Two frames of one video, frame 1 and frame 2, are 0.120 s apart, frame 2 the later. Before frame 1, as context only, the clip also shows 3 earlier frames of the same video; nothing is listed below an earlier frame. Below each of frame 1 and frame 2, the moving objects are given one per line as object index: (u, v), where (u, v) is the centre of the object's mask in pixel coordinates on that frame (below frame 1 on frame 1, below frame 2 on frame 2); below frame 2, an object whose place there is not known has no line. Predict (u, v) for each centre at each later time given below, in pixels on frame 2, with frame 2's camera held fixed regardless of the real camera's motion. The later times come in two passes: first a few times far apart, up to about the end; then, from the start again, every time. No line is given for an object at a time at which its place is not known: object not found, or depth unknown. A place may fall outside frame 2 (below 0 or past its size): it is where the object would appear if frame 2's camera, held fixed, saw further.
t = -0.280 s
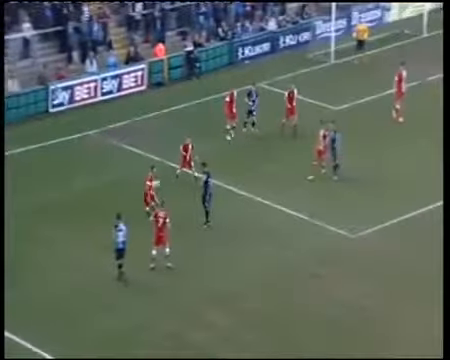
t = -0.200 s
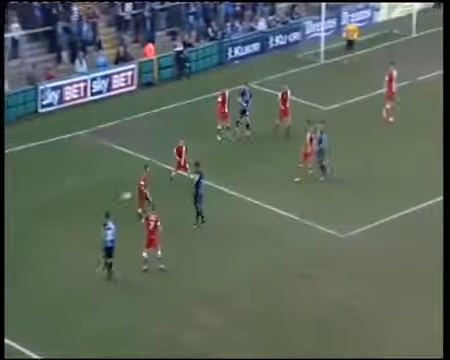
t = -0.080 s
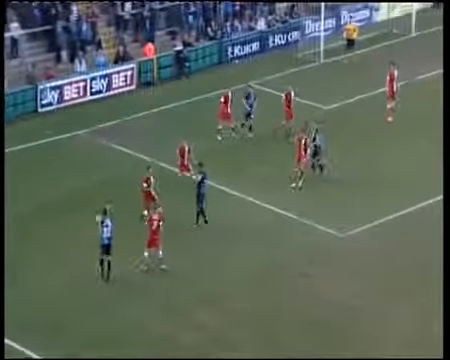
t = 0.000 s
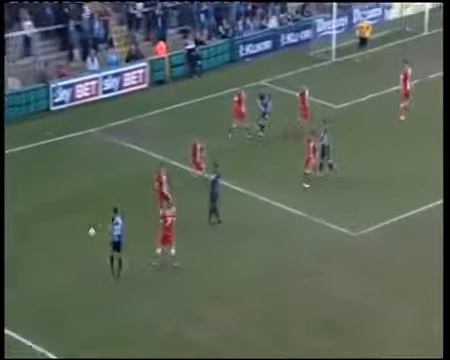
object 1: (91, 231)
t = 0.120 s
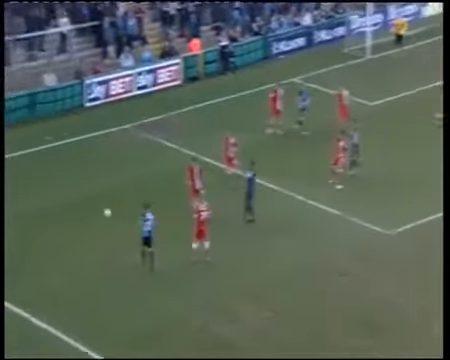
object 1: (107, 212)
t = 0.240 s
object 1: (90, 202)
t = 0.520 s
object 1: (48, 200)
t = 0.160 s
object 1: (102, 208)
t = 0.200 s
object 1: (95, 205)
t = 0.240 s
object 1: (90, 202)
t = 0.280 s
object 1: (83, 200)
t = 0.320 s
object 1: (78, 198)
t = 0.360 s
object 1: (72, 198)
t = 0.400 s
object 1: (66, 197)
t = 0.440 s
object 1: (60, 197)
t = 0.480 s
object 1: (54, 198)
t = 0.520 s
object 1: (48, 200)
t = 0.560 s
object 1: (42, 202)
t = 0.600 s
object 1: (37, 204)
